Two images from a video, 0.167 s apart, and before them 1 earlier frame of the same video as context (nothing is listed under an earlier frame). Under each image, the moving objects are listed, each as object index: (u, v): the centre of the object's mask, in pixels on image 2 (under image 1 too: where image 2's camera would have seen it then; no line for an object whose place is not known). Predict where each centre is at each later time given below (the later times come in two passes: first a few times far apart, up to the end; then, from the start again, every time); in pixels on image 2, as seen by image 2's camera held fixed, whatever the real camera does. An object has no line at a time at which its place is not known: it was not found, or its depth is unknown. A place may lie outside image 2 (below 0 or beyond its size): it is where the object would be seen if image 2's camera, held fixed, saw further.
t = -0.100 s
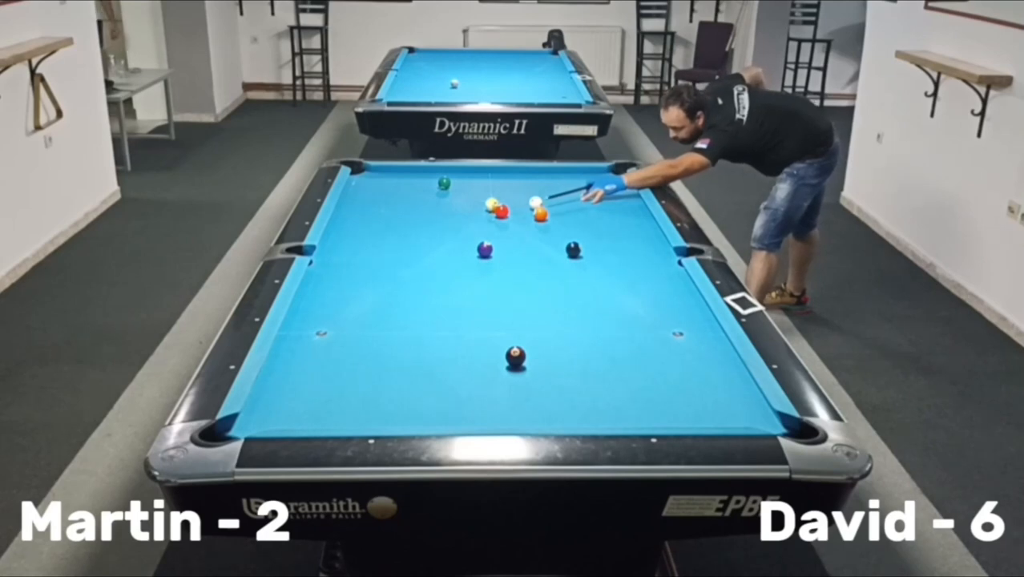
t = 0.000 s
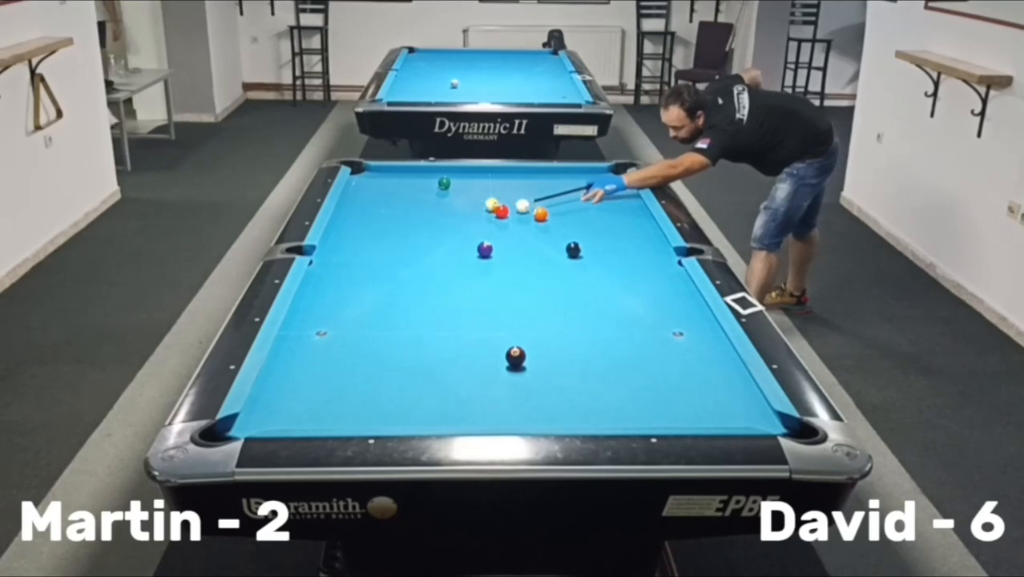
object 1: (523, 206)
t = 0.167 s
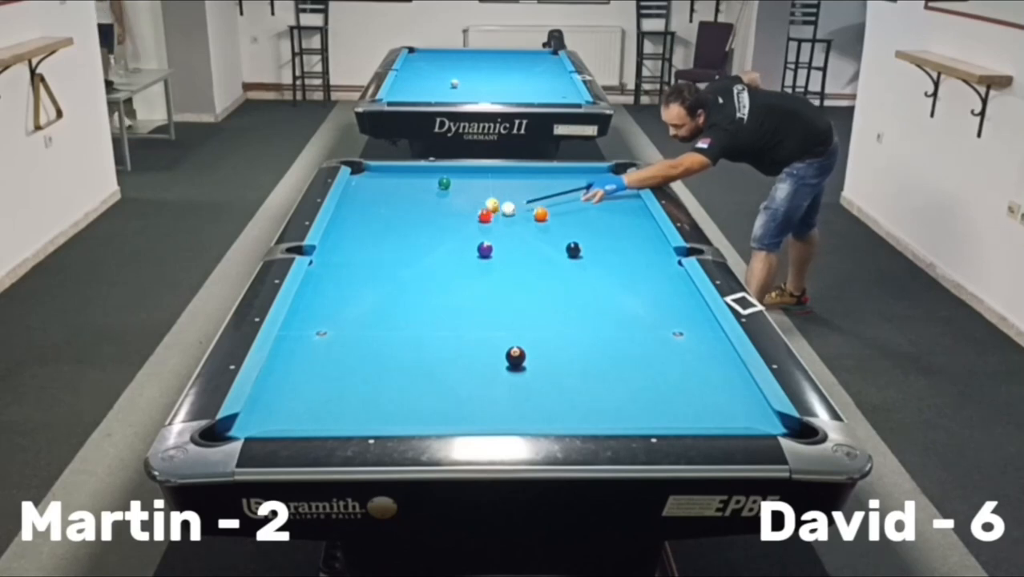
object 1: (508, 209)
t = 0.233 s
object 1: (505, 209)
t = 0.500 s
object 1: (492, 212)
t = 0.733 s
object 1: (482, 212)
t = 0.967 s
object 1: (473, 213)
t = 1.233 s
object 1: (464, 214)
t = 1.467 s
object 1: (457, 215)
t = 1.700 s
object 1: (451, 216)
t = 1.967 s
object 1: (446, 217)
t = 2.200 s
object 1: (442, 217)
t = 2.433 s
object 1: (439, 218)
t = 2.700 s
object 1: (437, 218)
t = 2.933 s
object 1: (437, 219)
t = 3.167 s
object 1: (437, 218)
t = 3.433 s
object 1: (437, 218)
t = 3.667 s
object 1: (437, 218)
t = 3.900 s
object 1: (437, 218)
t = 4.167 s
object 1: (437, 218)
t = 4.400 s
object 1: (437, 218)
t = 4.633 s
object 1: (437, 218)
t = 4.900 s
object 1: (437, 218)
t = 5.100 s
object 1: (437, 218)
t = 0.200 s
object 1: (507, 209)
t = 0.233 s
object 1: (505, 209)
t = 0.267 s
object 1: (504, 210)
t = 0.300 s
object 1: (502, 210)
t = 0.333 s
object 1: (500, 210)
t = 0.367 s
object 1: (499, 210)
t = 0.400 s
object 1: (497, 211)
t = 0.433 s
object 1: (496, 211)
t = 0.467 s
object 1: (494, 211)
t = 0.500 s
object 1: (492, 212)
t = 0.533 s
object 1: (491, 212)
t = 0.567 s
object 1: (489, 212)
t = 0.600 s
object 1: (488, 212)
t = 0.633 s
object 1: (486, 212)
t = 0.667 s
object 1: (485, 212)
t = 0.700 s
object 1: (484, 212)
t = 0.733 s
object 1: (482, 212)
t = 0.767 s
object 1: (481, 212)
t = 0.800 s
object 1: (480, 212)
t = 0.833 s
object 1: (479, 212)
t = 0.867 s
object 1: (477, 212)
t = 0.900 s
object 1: (476, 213)
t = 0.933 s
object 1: (475, 213)
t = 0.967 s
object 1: (473, 213)
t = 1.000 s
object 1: (472, 213)
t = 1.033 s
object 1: (471, 213)
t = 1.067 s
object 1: (470, 213)
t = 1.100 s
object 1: (469, 214)
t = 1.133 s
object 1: (467, 214)
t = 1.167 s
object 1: (466, 214)
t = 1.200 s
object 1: (465, 214)
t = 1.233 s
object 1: (464, 214)
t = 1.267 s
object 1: (463, 214)
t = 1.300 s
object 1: (462, 214)
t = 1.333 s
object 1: (461, 214)
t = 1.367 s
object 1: (460, 215)
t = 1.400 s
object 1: (459, 215)
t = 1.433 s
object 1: (458, 215)
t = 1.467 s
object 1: (457, 215)
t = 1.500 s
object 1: (456, 215)
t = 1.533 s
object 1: (455, 216)
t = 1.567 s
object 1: (454, 215)
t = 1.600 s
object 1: (454, 215)
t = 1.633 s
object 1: (453, 216)
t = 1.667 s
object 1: (452, 216)
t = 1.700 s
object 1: (451, 216)
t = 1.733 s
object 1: (450, 216)
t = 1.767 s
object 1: (450, 216)
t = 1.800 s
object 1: (449, 216)
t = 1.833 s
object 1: (448, 216)
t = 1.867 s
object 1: (447, 216)
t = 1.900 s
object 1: (447, 216)
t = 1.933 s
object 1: (446, 217)
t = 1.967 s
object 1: (446, 217)
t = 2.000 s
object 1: (445, 217)
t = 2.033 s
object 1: (444, 217)
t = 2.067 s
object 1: (444, 217)
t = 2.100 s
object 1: (443, 217)
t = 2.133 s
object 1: (443, 217)
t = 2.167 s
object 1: (442, 217)
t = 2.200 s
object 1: (442, 217)
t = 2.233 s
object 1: (441, 217)
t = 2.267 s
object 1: (441, 218)
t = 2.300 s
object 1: (440, 217)
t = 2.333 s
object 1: (440, 218)
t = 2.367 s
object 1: (439, 218)
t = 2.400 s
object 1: (439, 218)
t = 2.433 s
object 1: (439, 218)
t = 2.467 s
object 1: (438, 218)
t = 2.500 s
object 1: (438, 218)
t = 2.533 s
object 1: (438, 218)
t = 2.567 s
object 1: (438, 218)
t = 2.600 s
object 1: (437, 218)
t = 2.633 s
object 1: (437, 218)
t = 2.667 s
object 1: (437, 218)
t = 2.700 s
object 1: (437, 218)
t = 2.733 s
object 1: (436, 218)
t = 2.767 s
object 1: (436, 218)
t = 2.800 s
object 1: (436, 219)
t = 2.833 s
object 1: (436, 218)
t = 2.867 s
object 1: (436, 219)
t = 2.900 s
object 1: (436, 219)
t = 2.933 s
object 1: (437, 219)
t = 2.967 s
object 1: (437, 219)
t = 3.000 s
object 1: (437, 218)
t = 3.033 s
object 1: (437, 218)
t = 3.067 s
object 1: (437, 218)
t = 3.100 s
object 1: (437, 218)
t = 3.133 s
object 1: (437, 218)
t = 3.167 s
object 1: (437, 218)
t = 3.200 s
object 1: (437, 218)
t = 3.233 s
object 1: (437, 218)
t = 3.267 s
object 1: (437, 218)
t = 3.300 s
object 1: (437, 218)
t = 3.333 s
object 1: (437, 218)
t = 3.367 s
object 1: (437, 219)
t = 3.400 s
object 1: (437, 218)
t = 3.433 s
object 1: (437, 218)
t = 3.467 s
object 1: (437, 218)
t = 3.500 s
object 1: (437, 218)
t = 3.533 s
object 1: (437, 218)
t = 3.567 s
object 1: (437, 218)
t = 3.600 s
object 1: (437, 218)
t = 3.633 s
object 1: (437, 218)
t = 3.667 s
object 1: (437, 218)
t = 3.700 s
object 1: (437, 218)
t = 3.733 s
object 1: (437, 218)
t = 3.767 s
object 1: (437, 218)
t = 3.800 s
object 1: (437, 218)
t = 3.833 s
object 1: (437, 218)
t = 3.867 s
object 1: (437, 218)
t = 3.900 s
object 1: (437, 218)
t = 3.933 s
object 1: (437, 218)
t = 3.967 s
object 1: (437, 218)
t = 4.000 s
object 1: (437, 218)
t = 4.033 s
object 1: (437, 218)
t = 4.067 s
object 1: (437, 218)
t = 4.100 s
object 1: (437, 218)
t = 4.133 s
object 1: (437, 218)
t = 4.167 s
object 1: (437, 218)
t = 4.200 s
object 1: (437, 218)
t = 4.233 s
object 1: (437, 218)
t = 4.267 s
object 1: (437, 218)
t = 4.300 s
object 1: (437, 218)
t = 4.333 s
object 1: (437, 218)
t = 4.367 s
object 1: (437, 218)
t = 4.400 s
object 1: (437, 218)
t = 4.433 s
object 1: (437, 218)
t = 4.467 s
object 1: (437, 218)
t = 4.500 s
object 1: (437, 218)
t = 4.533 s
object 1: (437, 218)
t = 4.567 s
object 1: (437, 218)
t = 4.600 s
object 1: (437, 218)
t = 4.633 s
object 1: (437, 218)
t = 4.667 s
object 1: (437, 218)
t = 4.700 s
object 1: (437, 218)
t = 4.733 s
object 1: (437, 218)
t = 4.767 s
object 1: (437, 218)
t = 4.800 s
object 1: (437, 218)
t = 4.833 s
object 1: (437, 218)
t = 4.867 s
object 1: (437, 218)
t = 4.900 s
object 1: (437, 218)
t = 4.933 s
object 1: (437, 218)
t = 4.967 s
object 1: (437, 218)
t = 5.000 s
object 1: (437, 218)
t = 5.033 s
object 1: (437, 218)
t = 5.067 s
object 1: (437, 218)
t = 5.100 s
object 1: (437, 218)
